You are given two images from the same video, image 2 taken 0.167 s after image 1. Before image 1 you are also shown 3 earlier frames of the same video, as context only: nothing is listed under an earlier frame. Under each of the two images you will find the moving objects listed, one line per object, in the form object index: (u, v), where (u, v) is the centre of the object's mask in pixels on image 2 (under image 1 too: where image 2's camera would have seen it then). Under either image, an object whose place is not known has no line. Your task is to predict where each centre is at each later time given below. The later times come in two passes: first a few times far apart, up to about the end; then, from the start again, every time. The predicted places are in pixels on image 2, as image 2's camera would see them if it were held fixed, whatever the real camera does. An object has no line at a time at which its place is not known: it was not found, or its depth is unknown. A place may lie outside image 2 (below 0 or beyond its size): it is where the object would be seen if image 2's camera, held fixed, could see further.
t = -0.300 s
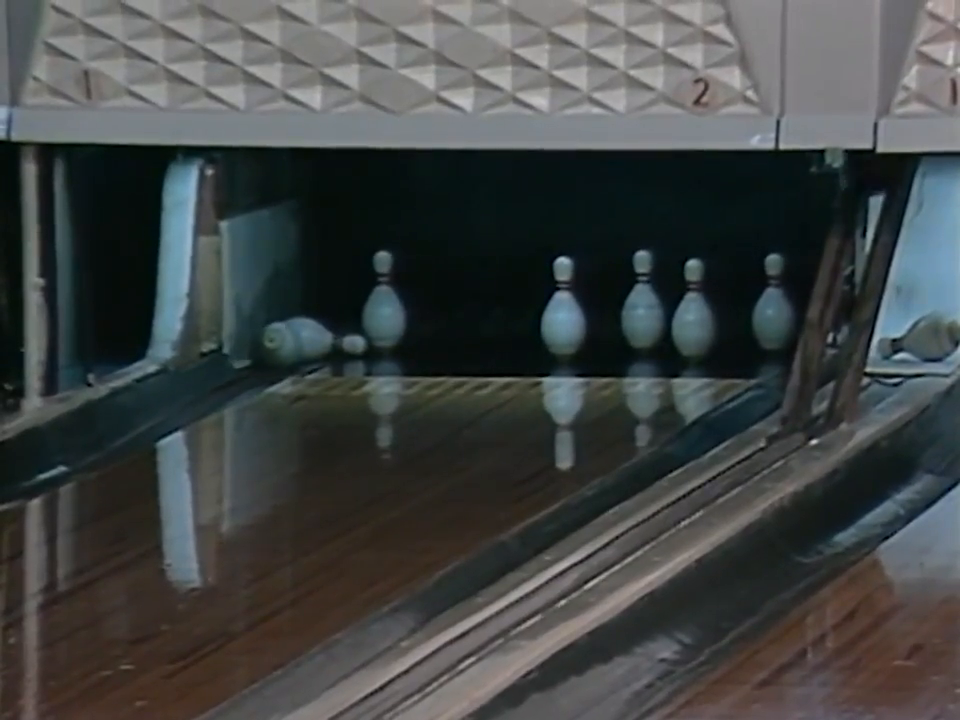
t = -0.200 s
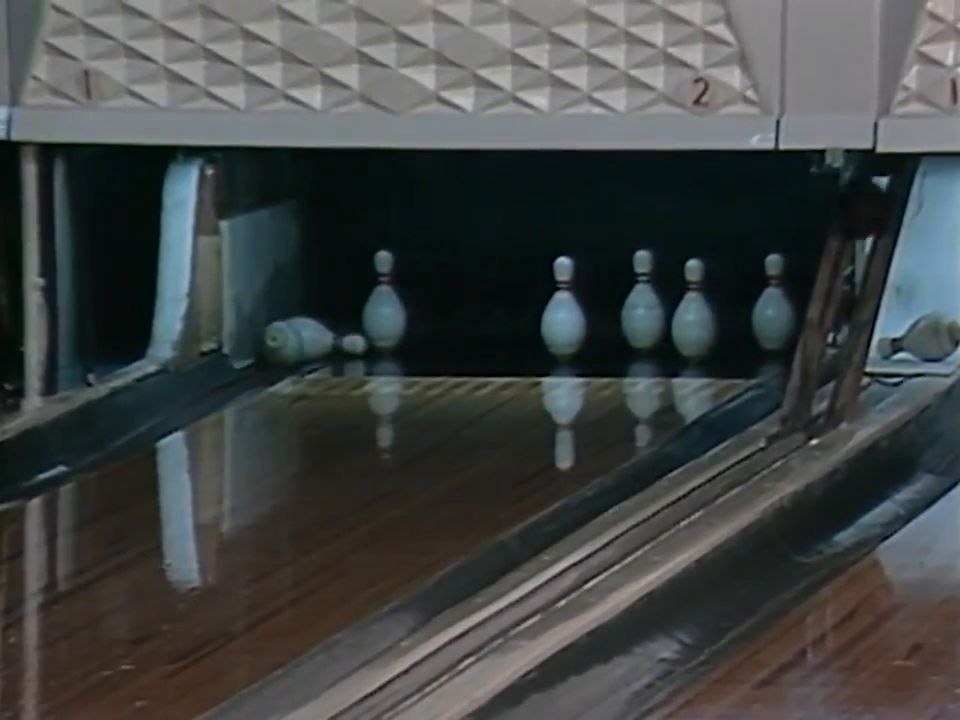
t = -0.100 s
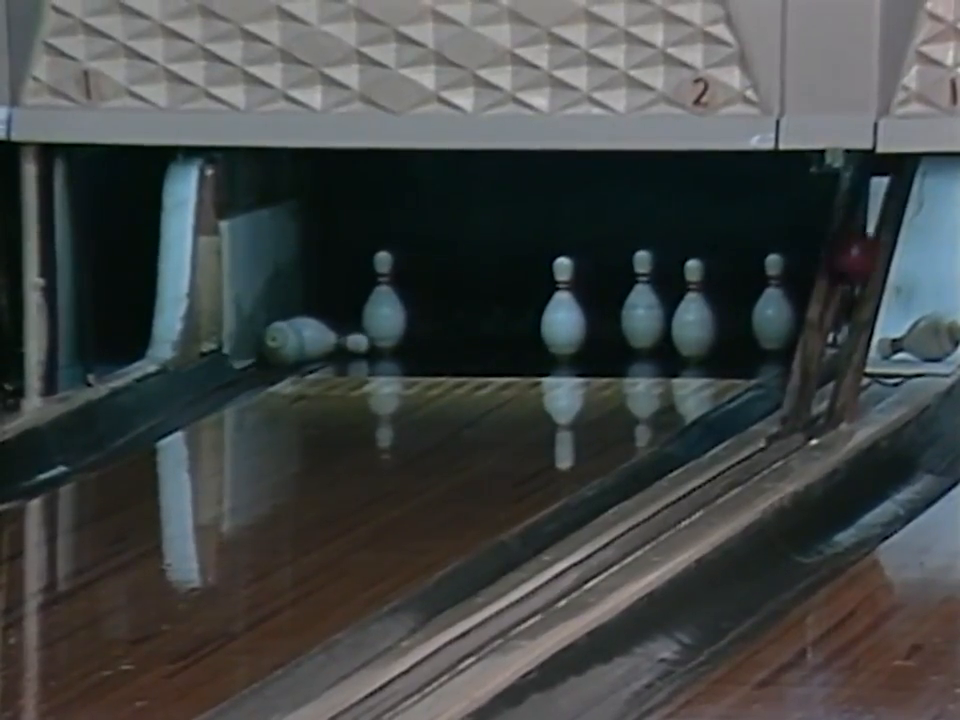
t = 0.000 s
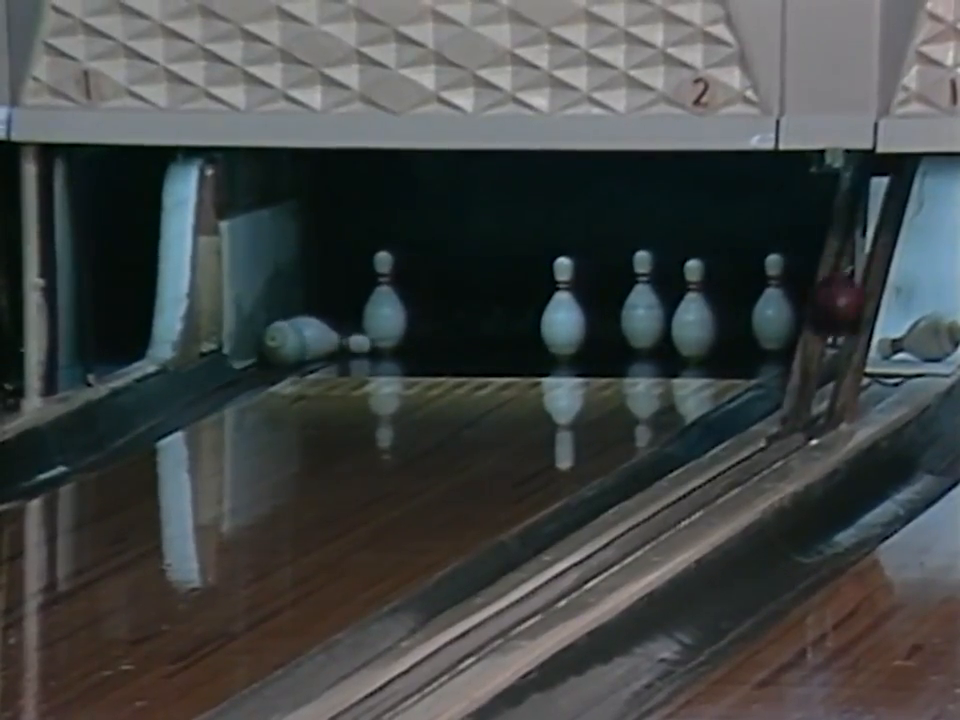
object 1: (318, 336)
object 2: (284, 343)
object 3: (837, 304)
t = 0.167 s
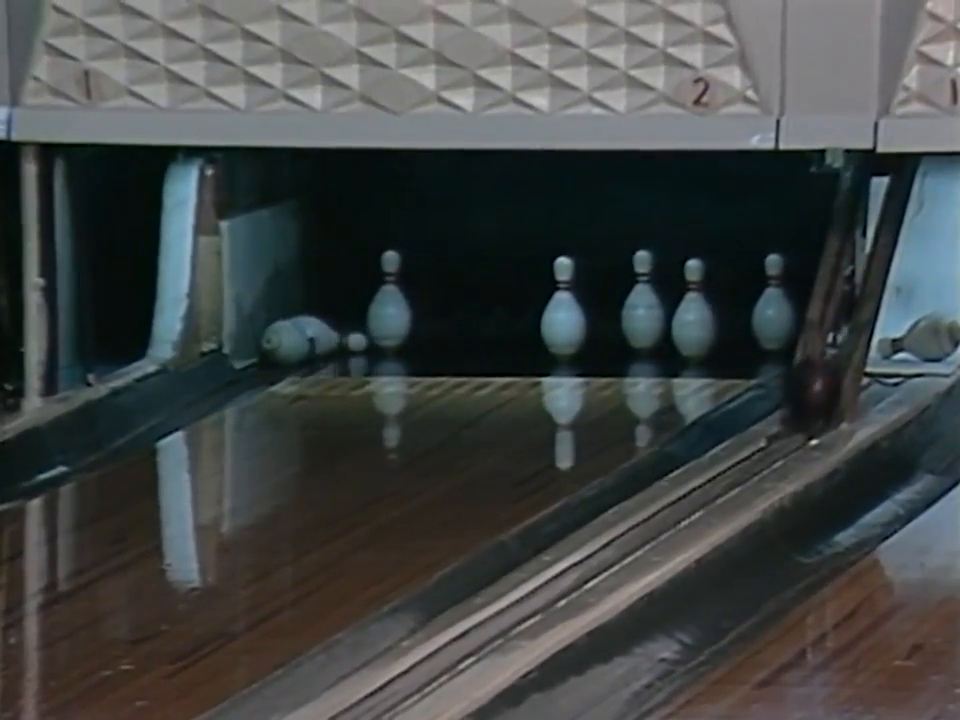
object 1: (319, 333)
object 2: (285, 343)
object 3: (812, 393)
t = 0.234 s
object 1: (319, 331)
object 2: (287, 342)
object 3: (801, 406)
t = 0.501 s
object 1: (323, 326)
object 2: (296, 340)
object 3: (754, 440)
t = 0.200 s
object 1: (320, 332)
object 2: (287, 342)
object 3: (804, 402)
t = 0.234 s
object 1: (319, 331)
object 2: (287, 342)
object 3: (801, 406)
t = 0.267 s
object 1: (320, 331)
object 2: (288, 341)
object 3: (794, 409)
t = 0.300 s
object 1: (322, 332)
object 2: (291, 341)
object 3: (788, 415)
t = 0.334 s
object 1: (324, 332)
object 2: (292, 341)
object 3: (783, 419)
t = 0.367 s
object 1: (325, 332)
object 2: (294, 341)
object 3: (776, 424)
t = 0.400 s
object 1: (326, 332)
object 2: (295, 341)
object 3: (771, 429)
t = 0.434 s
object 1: (318, 325)
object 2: (294, 340)
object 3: (766, 430)
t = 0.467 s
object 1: (318, 325)
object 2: (295, 340)
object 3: (760, 434)
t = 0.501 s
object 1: (323, 326)
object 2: (296, 340)
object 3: (754, 440)
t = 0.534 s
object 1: (320, 325)
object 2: (297, 340)
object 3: (749, 442)
